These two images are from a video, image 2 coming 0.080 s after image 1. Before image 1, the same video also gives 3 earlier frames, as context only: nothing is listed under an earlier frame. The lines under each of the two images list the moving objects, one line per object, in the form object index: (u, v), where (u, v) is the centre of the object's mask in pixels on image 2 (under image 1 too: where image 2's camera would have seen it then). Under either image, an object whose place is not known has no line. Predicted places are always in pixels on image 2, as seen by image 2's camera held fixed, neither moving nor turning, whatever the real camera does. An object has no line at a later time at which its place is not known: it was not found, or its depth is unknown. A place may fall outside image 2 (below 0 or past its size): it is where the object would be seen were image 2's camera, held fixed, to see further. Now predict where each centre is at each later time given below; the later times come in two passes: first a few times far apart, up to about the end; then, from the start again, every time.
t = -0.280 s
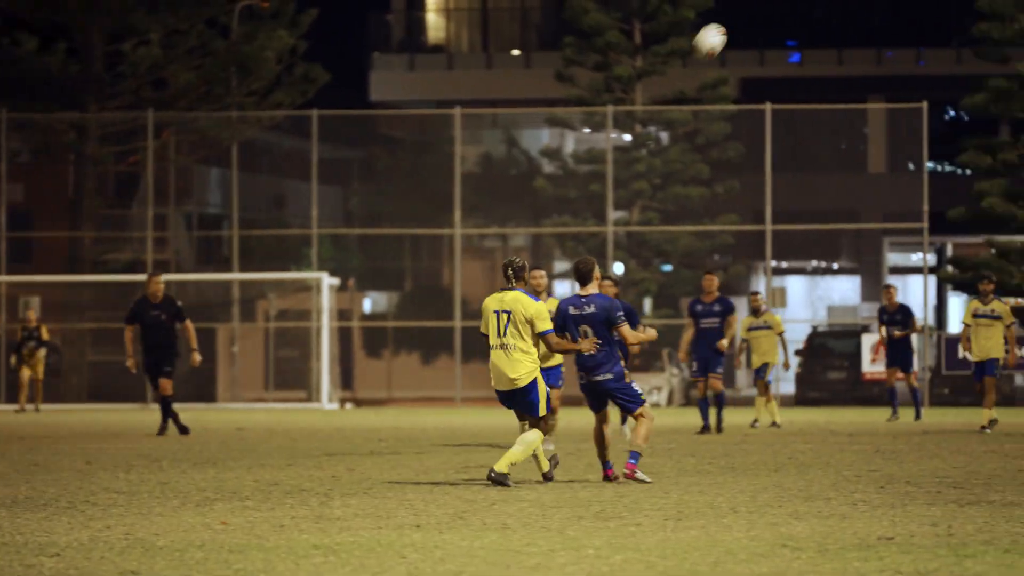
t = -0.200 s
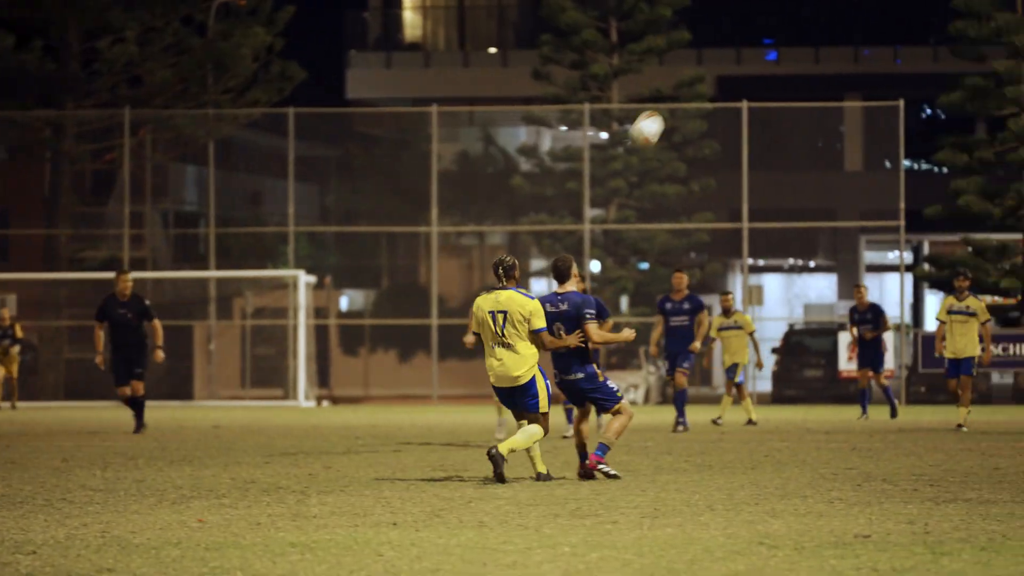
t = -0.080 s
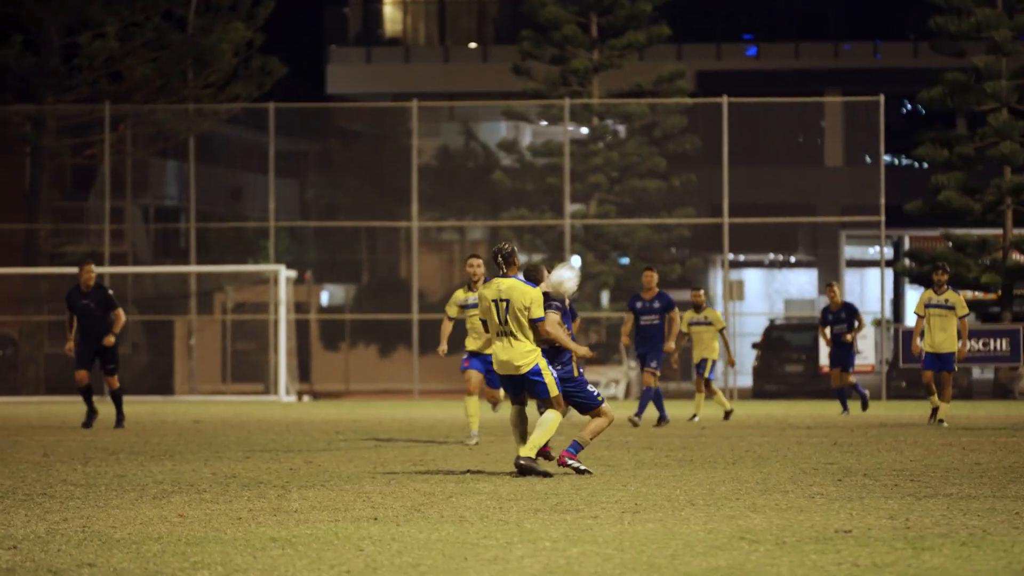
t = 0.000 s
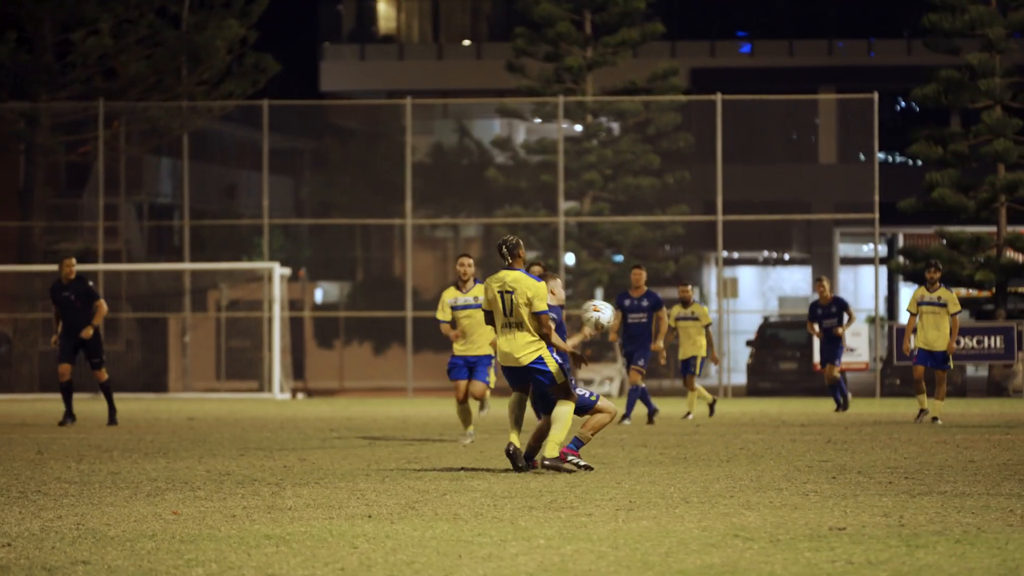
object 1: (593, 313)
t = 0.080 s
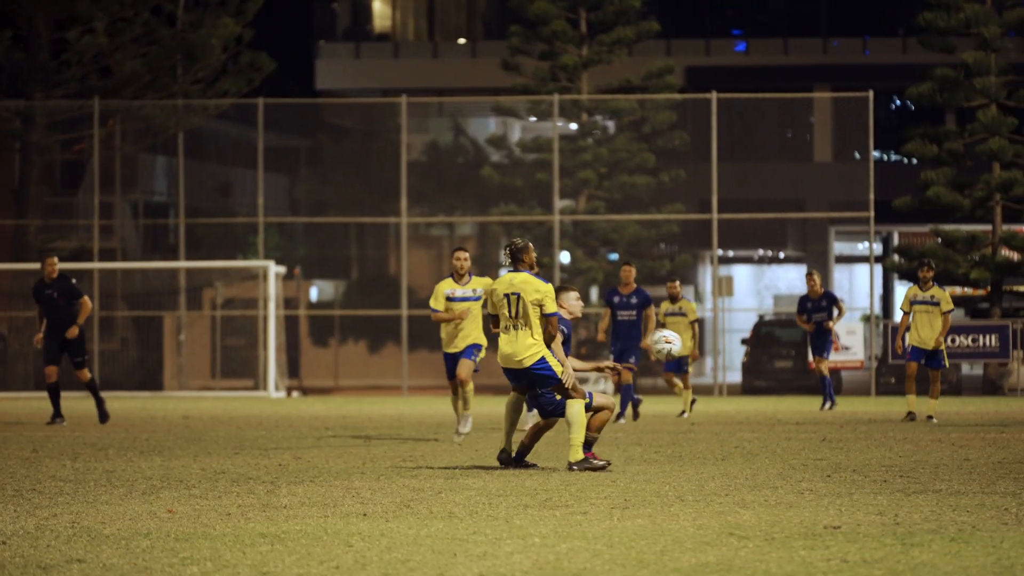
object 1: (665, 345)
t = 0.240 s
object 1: (809, 433)
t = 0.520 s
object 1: (990, 388)
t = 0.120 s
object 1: (702, 363)
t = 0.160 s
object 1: (739, 385)
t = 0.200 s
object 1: (772, 407)
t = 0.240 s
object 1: (809, 433)
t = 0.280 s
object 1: (843, 460)
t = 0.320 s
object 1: (870, 450)
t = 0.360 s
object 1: (894, 433)
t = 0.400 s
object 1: (918, 418)
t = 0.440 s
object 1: (941, 406)
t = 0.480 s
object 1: (966, 395)
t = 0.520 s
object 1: (990, 388)
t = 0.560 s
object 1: (1014, 382)
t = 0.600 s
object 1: (1039, 378)
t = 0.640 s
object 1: (1062, 375)
